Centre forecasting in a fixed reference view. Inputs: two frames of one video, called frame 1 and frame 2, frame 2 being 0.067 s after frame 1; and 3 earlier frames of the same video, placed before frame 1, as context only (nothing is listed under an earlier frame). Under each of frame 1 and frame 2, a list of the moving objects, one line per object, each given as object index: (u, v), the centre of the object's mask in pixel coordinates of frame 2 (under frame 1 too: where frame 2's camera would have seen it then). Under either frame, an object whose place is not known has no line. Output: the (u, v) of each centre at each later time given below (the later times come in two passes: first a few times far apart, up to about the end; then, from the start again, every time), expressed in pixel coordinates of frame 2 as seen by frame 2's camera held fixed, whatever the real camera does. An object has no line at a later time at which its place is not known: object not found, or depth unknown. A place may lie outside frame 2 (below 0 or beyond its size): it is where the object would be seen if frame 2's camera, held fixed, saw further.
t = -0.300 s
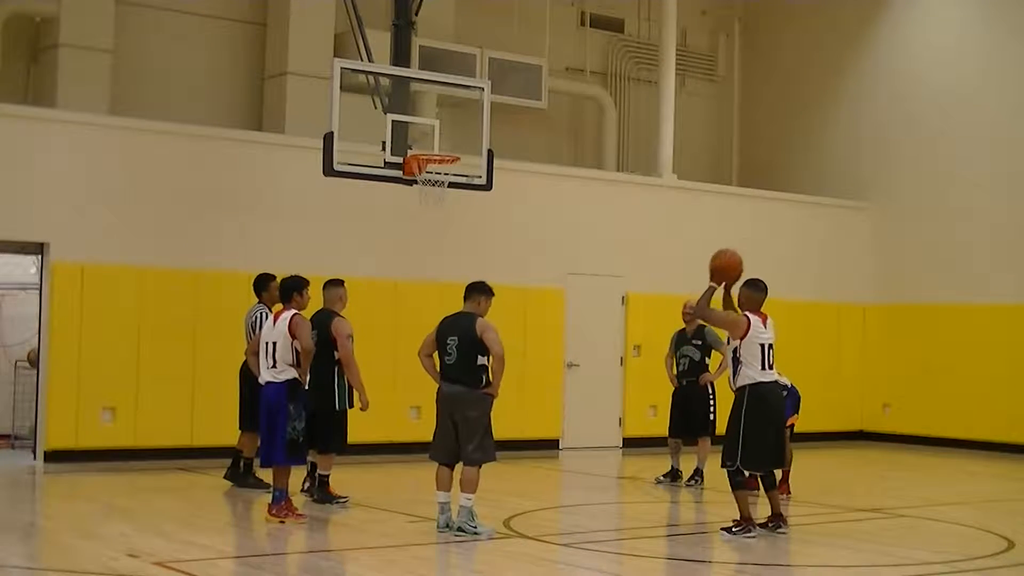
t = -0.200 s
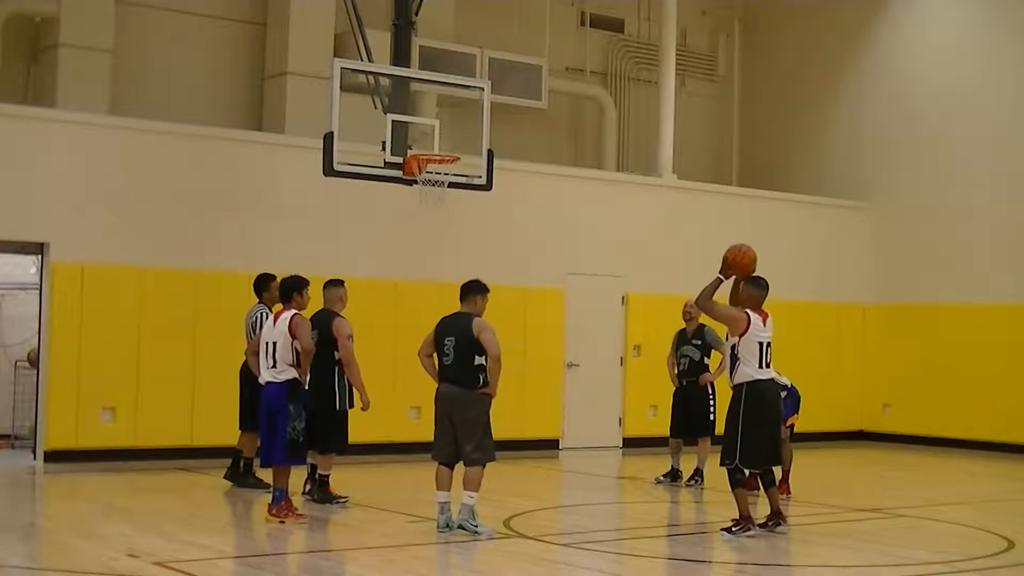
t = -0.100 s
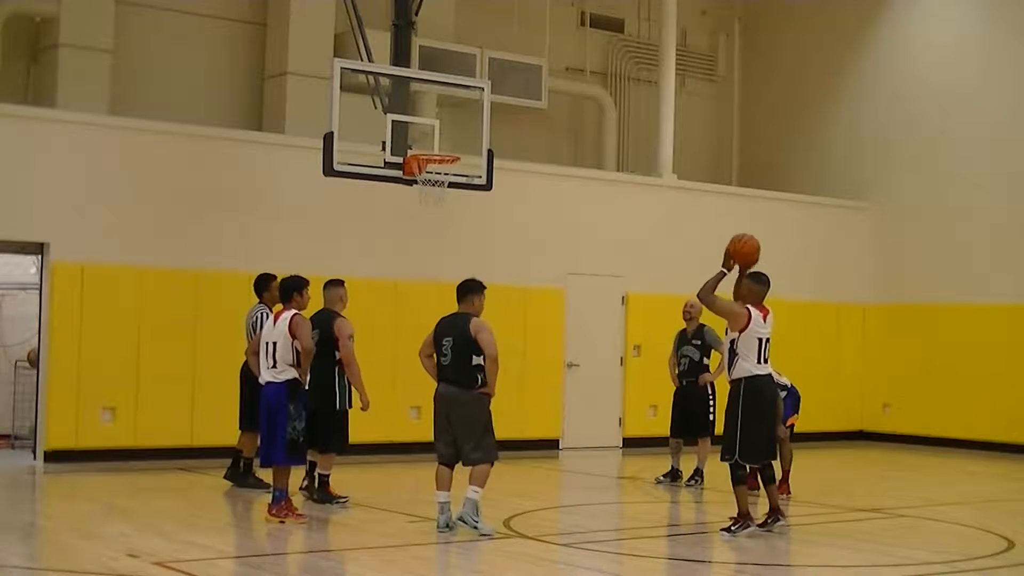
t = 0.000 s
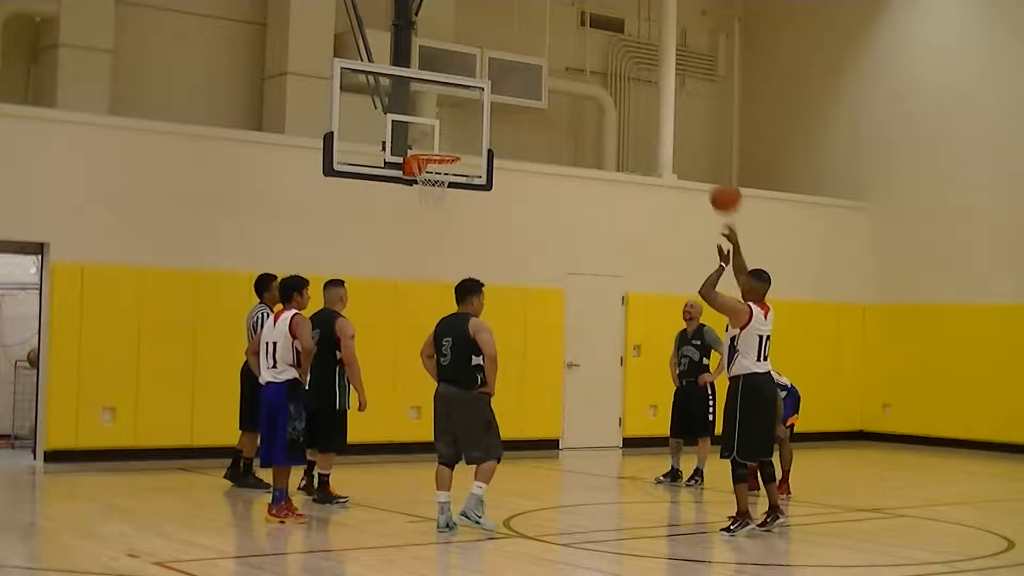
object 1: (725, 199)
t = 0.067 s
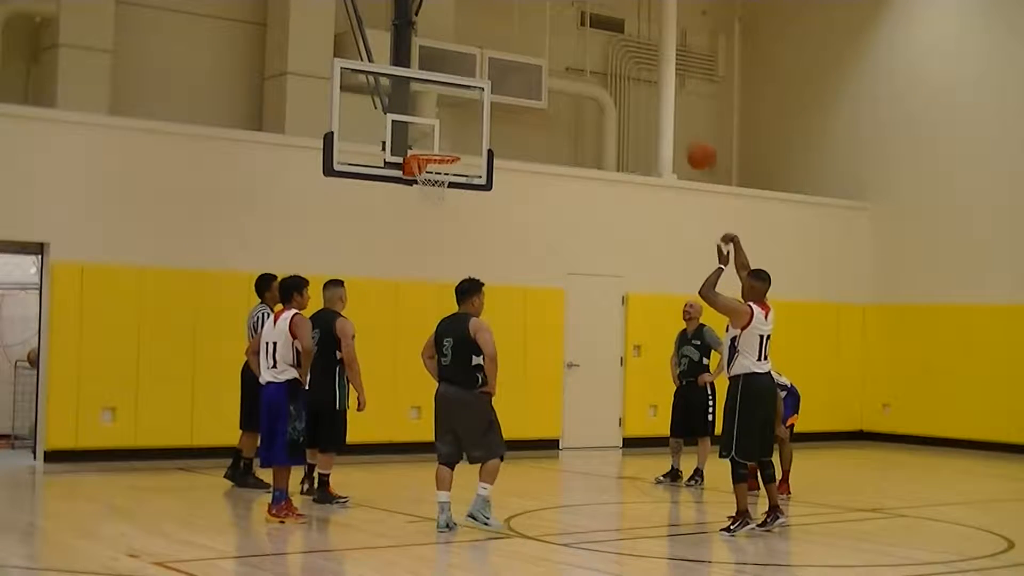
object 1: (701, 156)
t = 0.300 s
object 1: (626, 61)
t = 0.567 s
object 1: (548, 38)
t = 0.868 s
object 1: (470, 105)
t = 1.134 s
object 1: (423, 145)
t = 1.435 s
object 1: (429, 122)
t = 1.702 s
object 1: (442, 168)
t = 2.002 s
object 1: (441, 277)
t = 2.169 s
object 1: (439, 375)
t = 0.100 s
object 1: (690, 139)
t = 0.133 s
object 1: (679, 121)
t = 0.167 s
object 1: (668, 105)
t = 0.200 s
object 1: (657, 92)
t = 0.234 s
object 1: (646, 80)
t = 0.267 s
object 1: (636, 70)
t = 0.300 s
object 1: (626, 61)
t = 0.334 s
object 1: (616, 54)
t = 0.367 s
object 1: (606, 48)
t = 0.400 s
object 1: (597, 43)
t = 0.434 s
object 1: (586, 39)
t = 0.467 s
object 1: (576, 37)
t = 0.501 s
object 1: (567, 36)
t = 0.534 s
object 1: (558, 37)
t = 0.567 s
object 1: (548, 38)
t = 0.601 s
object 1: (539, 41)
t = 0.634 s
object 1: (530, 46)
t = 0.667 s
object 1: (522, 50)
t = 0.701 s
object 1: (513, 56)
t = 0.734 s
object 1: (504, 64)
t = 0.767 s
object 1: (495, 72)
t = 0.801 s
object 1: (487, 81)
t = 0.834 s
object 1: (479, 92)
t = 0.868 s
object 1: (470, 105)
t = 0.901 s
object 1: (462, 118)
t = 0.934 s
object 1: (454, 131)
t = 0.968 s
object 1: (447, 143)
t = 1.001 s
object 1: (442, 143)
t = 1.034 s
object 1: (437, 143)
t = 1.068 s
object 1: (432, 143)
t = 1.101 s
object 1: (427, 144)
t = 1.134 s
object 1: (423, 145)
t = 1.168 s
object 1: (422, 141)
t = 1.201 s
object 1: (421, 136)
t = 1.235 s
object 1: (421, 132)
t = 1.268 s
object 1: (421, 128)
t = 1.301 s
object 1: (422, 125)
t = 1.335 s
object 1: (425, 122)
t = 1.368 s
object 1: (426, 121)
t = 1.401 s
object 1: (427, 121)
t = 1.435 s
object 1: (429, 122)
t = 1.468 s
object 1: (431, 123)
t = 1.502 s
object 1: (432, 126)
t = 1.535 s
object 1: (433, 130)
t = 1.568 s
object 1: (435, 136)
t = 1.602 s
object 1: (437, 141)
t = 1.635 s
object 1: (439, 147)
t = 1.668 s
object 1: (439, 156)
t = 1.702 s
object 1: (442, 168)
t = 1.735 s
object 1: (443, 178)
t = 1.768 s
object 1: (444, 190)
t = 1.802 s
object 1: (444, 197)
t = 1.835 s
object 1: (443, 208)
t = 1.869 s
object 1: (442, 220)
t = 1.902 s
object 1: (442, 232)
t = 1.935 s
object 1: (442, 246)
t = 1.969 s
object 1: (441, 261)
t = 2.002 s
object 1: (441, 277)
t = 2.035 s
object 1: (440, 294)
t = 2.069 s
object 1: (440, 312)
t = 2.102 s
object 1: (440, 332)
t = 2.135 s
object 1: (439, 353)
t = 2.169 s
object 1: (439, 375)
